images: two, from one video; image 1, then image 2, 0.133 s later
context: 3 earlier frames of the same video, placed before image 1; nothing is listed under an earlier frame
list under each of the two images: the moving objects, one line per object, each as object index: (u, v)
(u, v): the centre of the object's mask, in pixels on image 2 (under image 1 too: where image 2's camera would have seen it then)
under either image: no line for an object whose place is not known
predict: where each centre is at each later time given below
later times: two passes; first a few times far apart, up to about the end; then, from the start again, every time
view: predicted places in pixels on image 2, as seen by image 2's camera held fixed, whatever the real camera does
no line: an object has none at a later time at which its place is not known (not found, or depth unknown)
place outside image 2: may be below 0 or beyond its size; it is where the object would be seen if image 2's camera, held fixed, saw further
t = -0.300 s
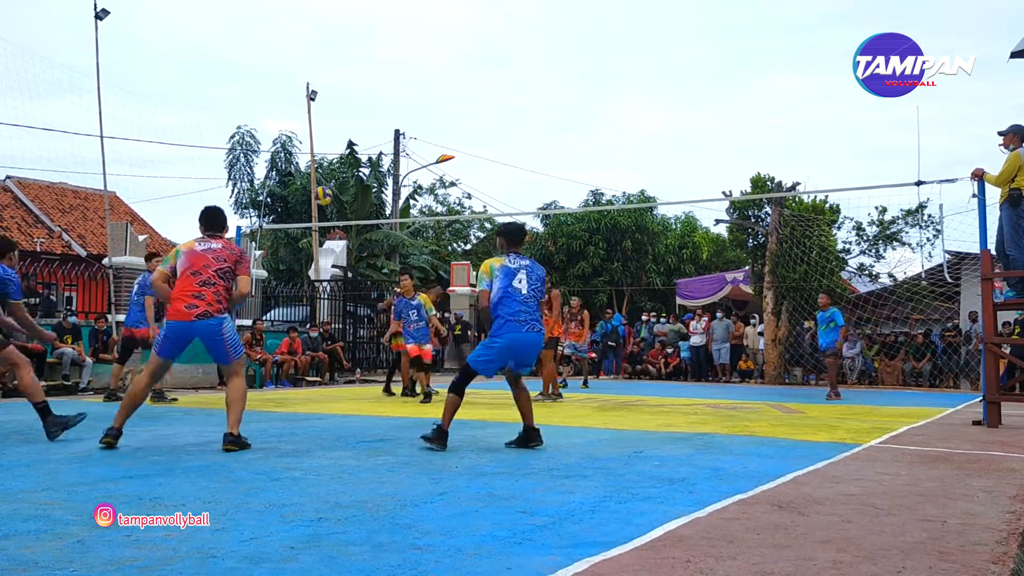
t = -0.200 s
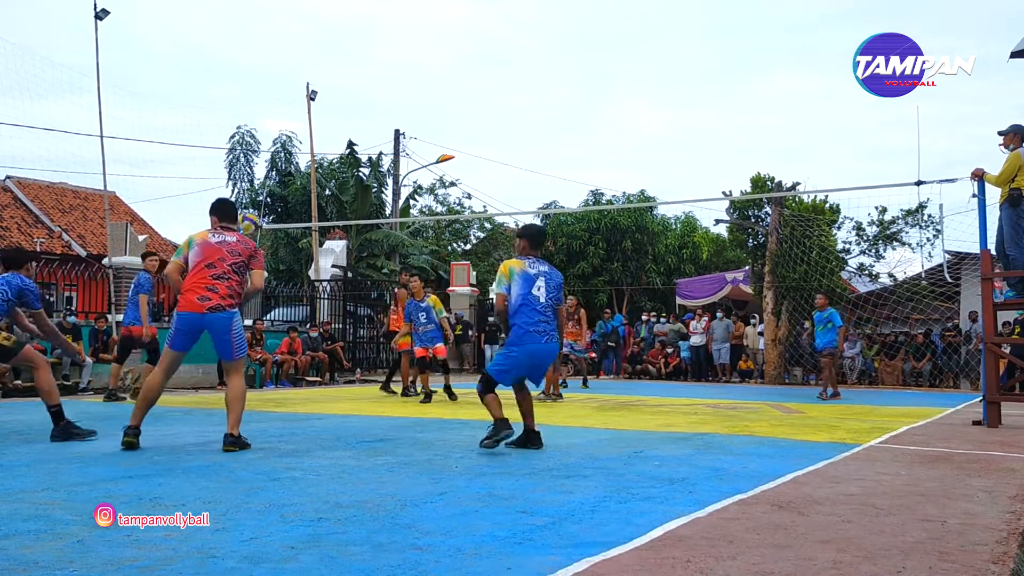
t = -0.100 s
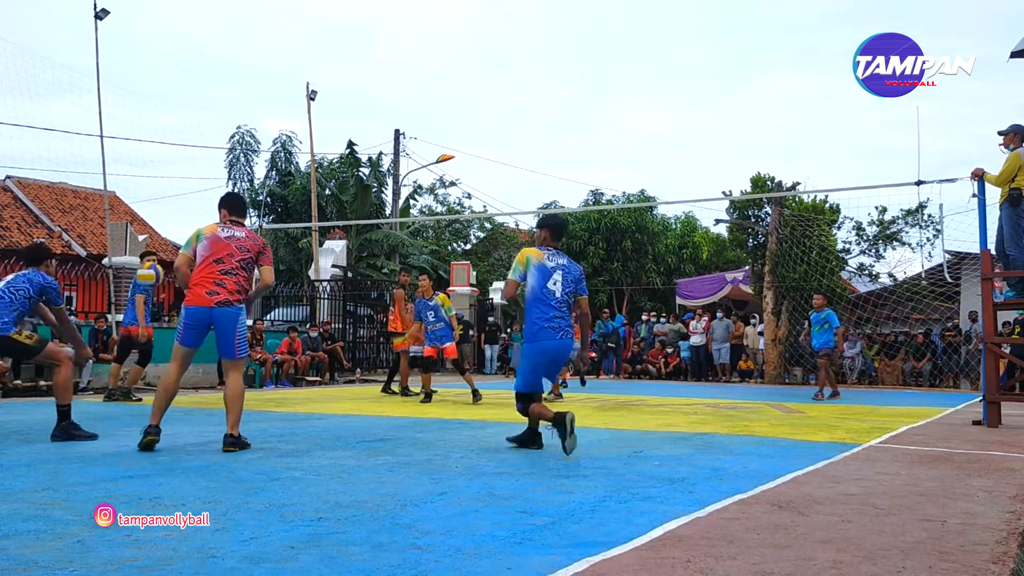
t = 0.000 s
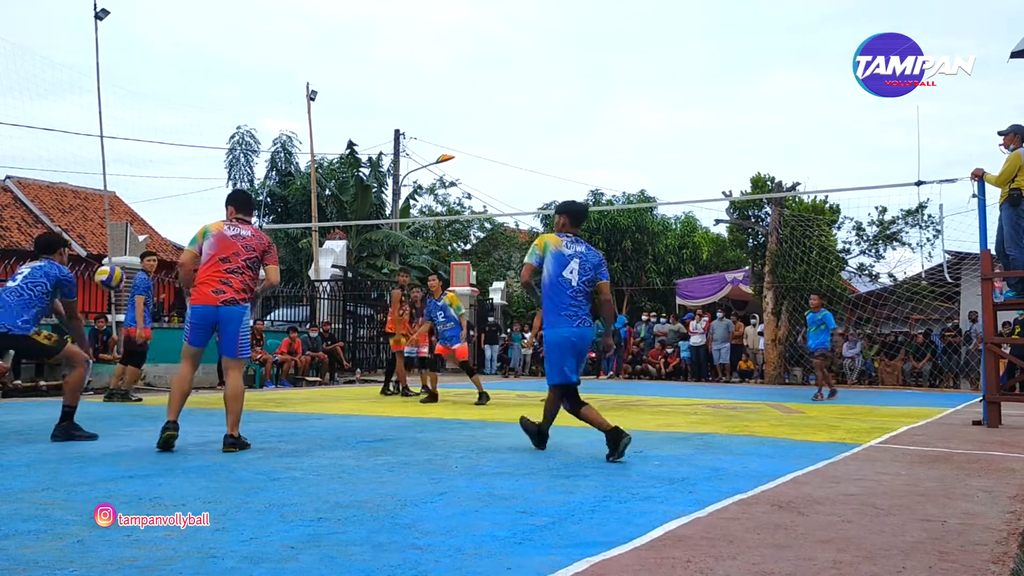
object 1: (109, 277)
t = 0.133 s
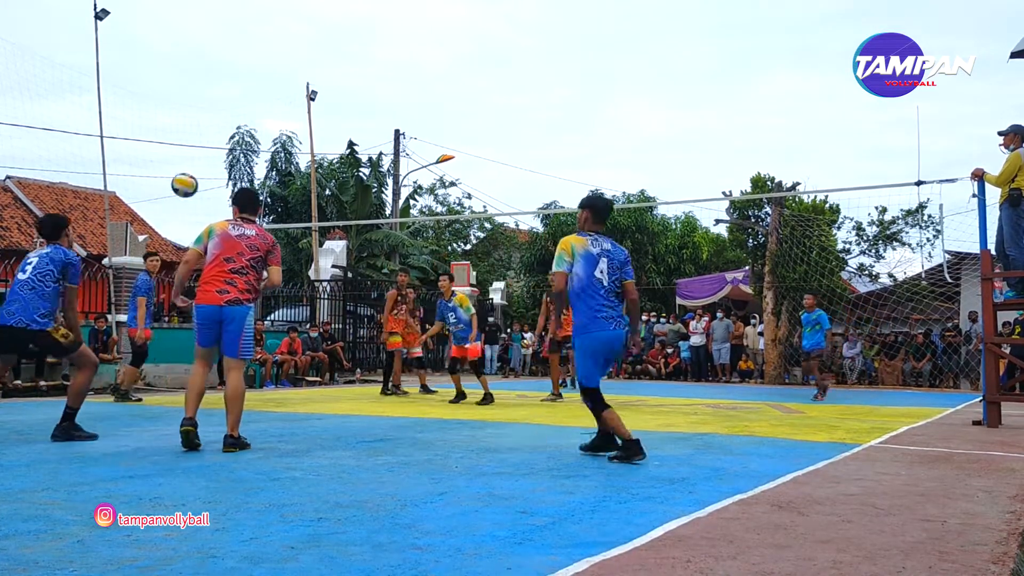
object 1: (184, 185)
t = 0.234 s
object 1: (232, 135)
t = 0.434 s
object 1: (314, 79)
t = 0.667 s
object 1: (392, 68)
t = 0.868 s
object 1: (447, 96)
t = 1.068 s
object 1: (494, 152)
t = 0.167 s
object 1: (201, 167)
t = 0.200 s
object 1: (218, 151)
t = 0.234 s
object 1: (232, 135)
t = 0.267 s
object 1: (247, 122)
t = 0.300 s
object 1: (261, 111)
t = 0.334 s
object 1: (275, 101)
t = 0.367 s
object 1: (289, 92)
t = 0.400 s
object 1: (302, 85)
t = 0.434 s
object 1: (314, 79)
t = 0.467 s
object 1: (326, 74)
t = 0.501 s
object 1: (338, 70)
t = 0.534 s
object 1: (349, 68)
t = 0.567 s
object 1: (360, 66)
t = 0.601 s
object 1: (371, 66)
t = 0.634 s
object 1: (382, 67)
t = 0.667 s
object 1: (392, 68)
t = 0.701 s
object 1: (402, 71)
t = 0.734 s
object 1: (411, 74)
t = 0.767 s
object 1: (421, 78)
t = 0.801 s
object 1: (429, 83)
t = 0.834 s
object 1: (438, 89)
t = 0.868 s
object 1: (447, 96)
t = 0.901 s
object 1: (455, 104)
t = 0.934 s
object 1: (464, 112)
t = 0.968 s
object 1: (471, 121)
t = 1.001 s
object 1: (479, 130)
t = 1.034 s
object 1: (487, 141)
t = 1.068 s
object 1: (494, 152)
